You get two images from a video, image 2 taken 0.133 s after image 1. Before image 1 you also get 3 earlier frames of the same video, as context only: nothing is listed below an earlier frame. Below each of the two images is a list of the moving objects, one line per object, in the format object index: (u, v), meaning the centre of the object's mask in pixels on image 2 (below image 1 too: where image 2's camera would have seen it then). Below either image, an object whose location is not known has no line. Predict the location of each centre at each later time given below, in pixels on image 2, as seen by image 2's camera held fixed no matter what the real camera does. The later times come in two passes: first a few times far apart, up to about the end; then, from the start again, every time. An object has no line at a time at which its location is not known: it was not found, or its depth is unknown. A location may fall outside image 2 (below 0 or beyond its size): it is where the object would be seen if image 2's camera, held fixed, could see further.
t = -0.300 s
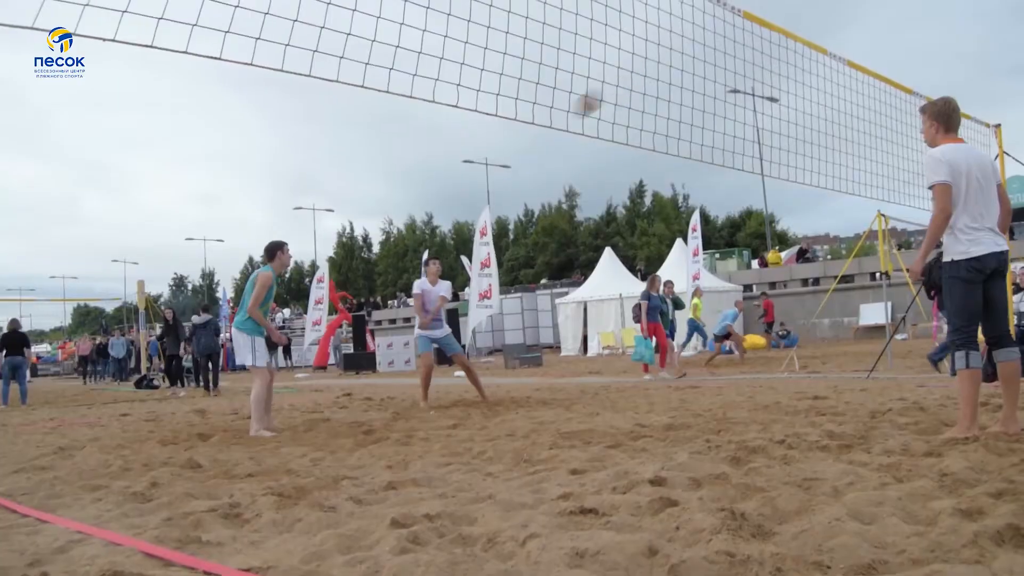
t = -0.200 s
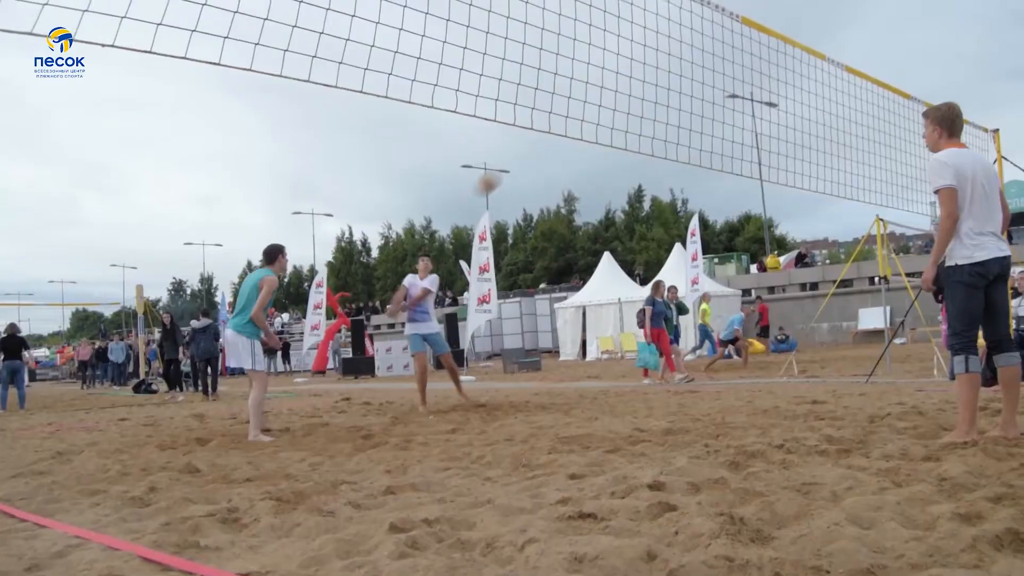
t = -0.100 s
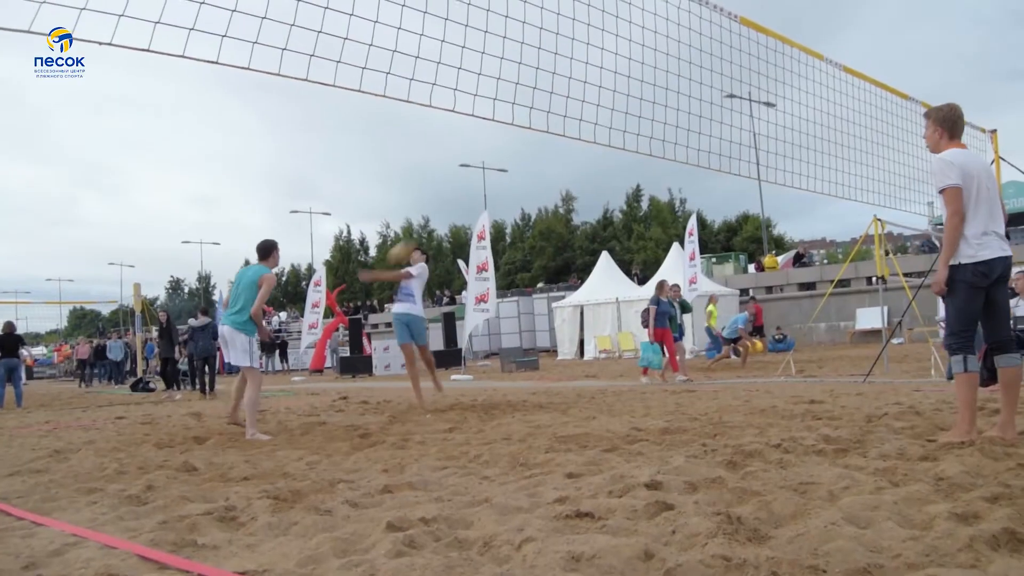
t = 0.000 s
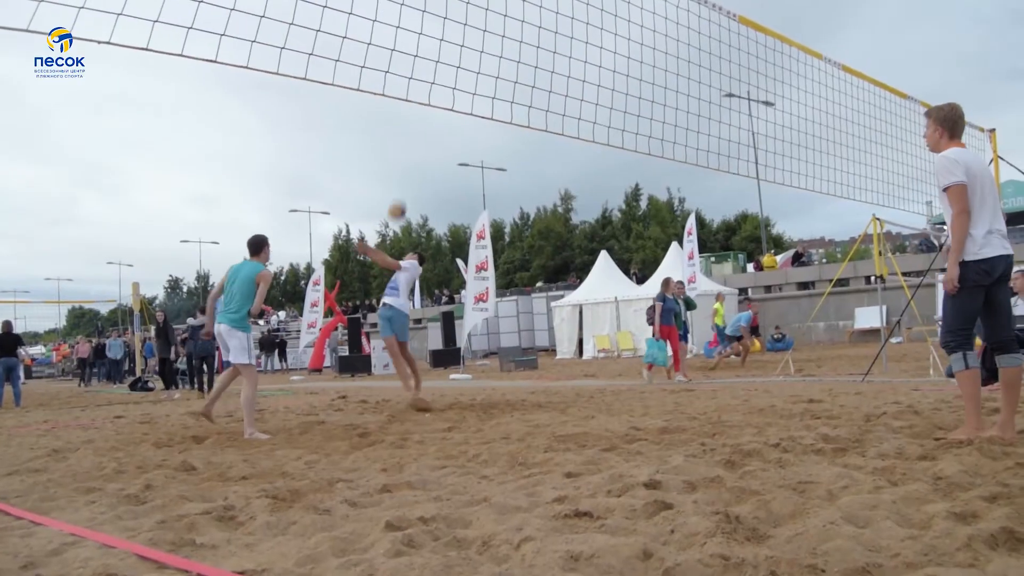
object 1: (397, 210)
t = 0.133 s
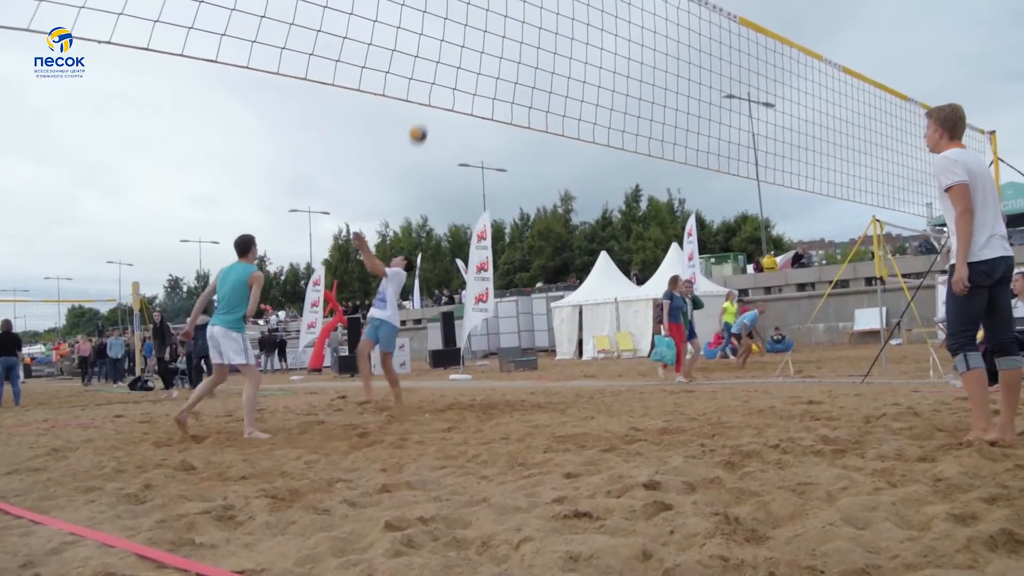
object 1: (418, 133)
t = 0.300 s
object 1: (445, 60)
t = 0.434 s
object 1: (466, 18)
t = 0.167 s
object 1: (423, 117)
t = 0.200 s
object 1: (428, 101)
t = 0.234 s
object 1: (434, 87)
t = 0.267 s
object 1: (440, 73)
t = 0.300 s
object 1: (445, 60)
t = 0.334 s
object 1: (450, 48)
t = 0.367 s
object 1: (455, 37)
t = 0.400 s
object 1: (460, 28)
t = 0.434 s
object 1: (466, 18)
